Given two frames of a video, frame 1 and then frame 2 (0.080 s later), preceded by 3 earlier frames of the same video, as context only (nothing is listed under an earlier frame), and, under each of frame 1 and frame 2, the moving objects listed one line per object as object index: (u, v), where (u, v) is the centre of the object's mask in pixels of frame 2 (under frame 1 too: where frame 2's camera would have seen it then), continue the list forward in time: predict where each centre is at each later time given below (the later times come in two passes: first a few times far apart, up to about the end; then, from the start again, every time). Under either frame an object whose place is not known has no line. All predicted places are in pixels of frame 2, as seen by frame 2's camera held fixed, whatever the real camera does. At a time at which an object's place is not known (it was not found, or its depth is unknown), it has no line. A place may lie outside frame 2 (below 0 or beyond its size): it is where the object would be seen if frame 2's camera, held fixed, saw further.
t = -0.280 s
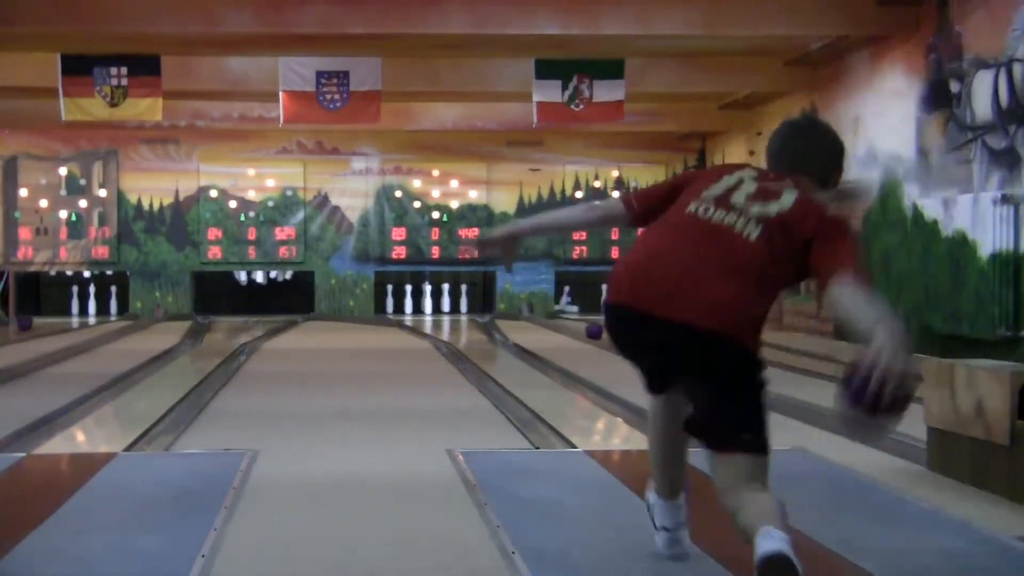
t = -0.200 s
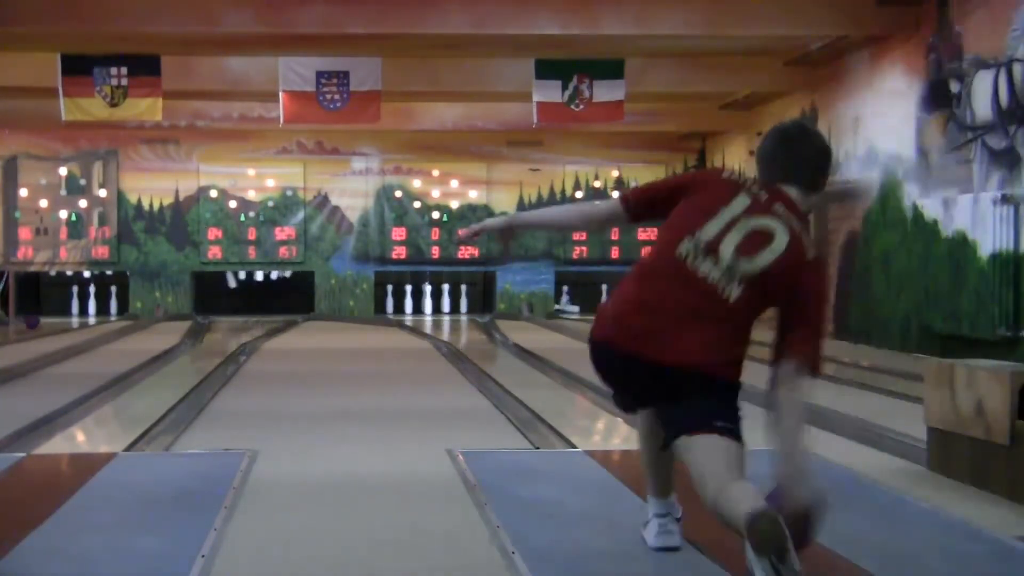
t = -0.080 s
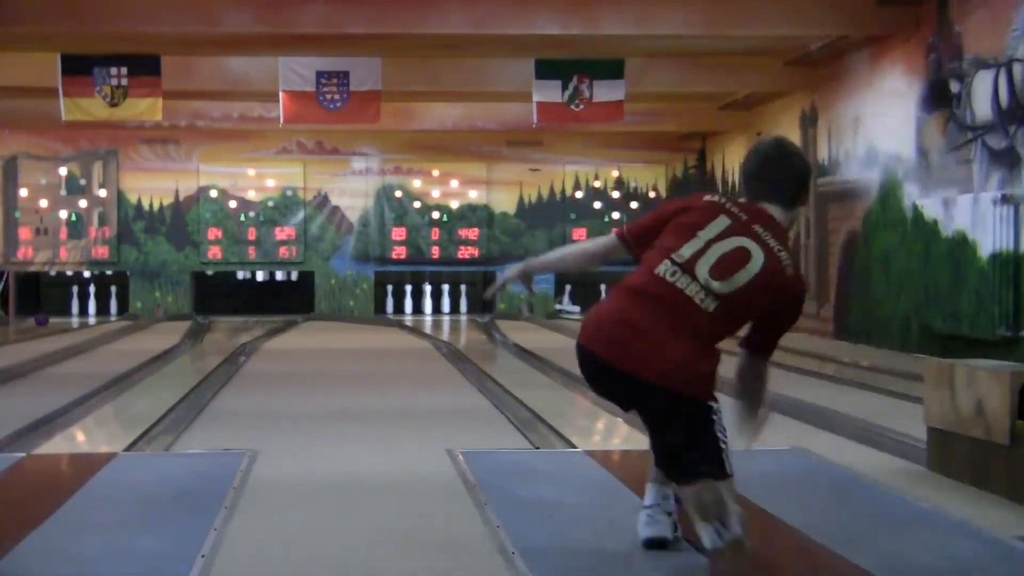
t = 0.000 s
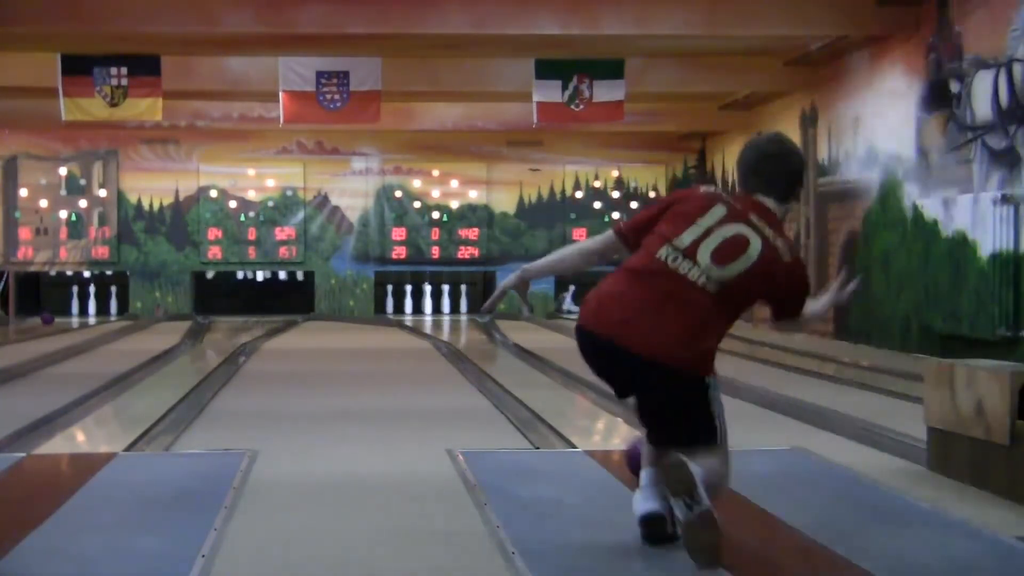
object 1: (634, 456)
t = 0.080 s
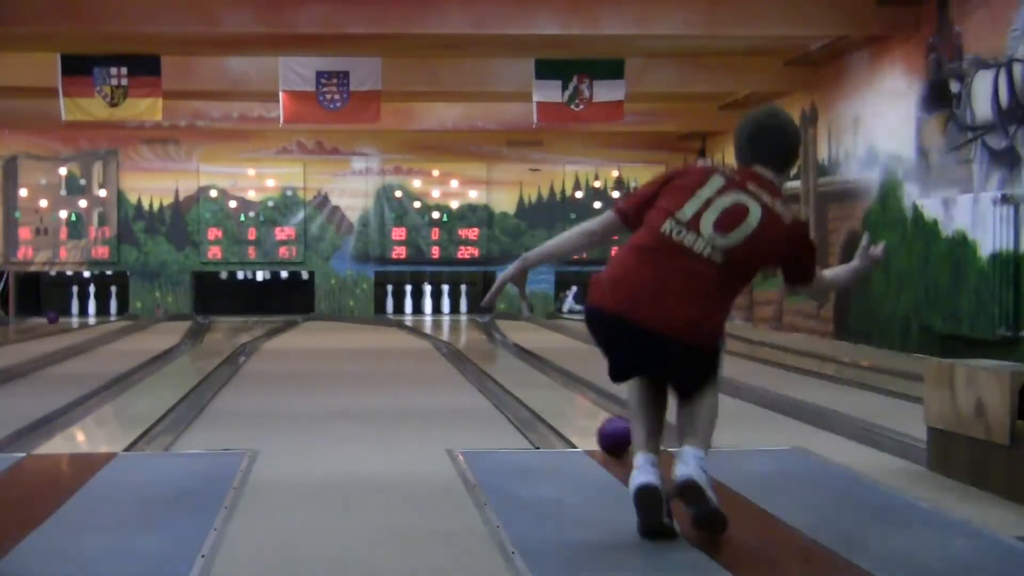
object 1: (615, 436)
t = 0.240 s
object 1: (570, 404)
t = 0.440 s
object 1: (532, 377)
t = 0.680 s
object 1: (502, 356)
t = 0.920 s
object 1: (483, 341)
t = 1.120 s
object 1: (469, 333)
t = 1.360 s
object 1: (457, 324)
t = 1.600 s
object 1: (448, 317)
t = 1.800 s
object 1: (441, 313)
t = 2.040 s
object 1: (438, 309)
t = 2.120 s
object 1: (439, 309)
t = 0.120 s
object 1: (602, 426)
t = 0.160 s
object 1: (590, 418)
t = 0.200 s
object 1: (580, 410)
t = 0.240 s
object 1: (570, 404)
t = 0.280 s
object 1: (561, 397)
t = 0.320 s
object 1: (553, 392)
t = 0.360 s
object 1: (545, 387)
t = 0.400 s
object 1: (538, 382)
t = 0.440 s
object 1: (532, 377)
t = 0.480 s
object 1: (526, 373)
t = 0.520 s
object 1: (520, 369)
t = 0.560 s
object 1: (516, 366)
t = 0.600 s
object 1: (511, 362)
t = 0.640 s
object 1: (506, 359)
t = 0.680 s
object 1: (502, 356)
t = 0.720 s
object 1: (499, 353)
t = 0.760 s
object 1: (494, 351)
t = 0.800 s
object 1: (491, 348)
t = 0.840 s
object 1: (488, 346)
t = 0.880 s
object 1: (485, 343)
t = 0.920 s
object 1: (483, 341)
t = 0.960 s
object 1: (479, 339)
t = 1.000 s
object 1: (477, 337)
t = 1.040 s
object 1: (474, 335)
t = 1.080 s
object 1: (472, 334)
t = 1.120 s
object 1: (469, 333)
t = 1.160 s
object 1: (467, 331)
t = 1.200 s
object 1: (465, 329)
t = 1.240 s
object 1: (463, 328)
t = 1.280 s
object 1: (461, 327)
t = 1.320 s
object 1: (459, 325)
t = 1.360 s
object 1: (457, 324)
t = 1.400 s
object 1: (456, 323)
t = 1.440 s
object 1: (454, 322)
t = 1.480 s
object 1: (452, 321)
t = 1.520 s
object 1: (451, 320)
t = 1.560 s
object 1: (449, 318)
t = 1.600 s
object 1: (448, 317)
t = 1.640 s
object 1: (446, 316)
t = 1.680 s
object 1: (445, 315)
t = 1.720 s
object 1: (444, 315)
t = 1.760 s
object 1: (442, 314)
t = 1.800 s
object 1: (441, 313)
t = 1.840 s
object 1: (439, 312)
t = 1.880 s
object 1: (439, 312)
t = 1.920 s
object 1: (438, 311)
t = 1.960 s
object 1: (436, 310)
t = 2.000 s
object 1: (436, 310)
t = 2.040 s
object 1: (438, 309)
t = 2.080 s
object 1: (440, 308)
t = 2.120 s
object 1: (439, 309)
